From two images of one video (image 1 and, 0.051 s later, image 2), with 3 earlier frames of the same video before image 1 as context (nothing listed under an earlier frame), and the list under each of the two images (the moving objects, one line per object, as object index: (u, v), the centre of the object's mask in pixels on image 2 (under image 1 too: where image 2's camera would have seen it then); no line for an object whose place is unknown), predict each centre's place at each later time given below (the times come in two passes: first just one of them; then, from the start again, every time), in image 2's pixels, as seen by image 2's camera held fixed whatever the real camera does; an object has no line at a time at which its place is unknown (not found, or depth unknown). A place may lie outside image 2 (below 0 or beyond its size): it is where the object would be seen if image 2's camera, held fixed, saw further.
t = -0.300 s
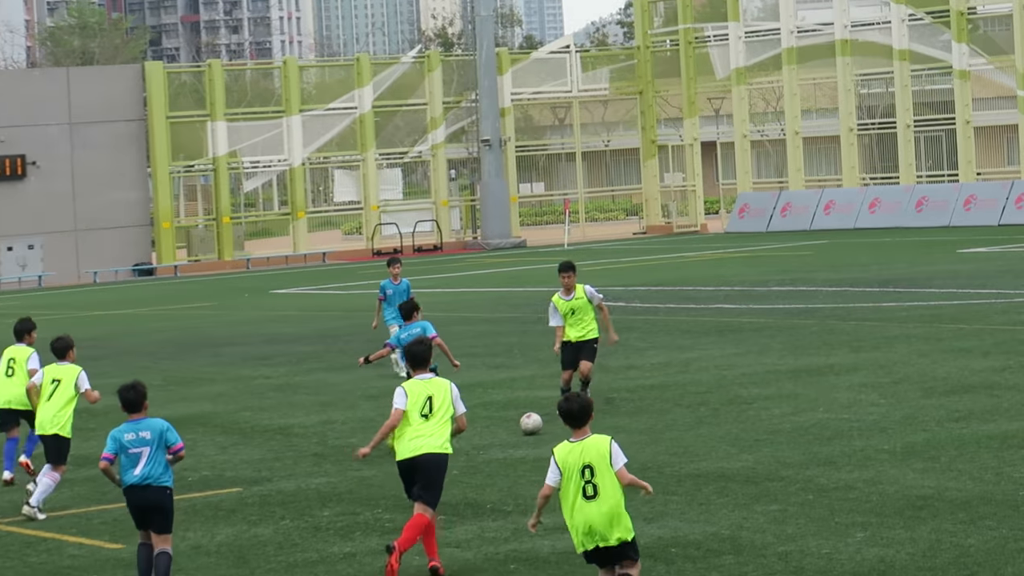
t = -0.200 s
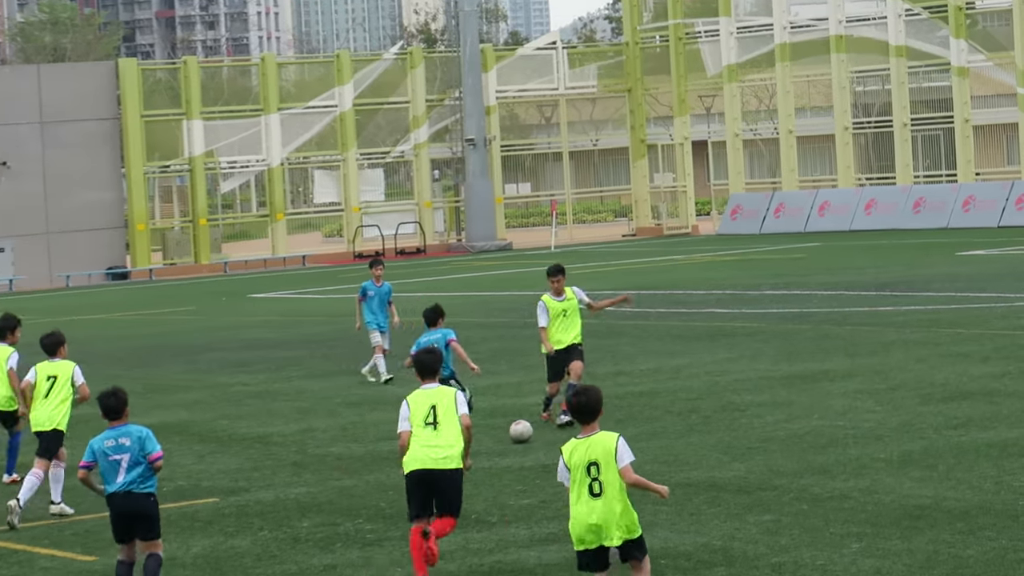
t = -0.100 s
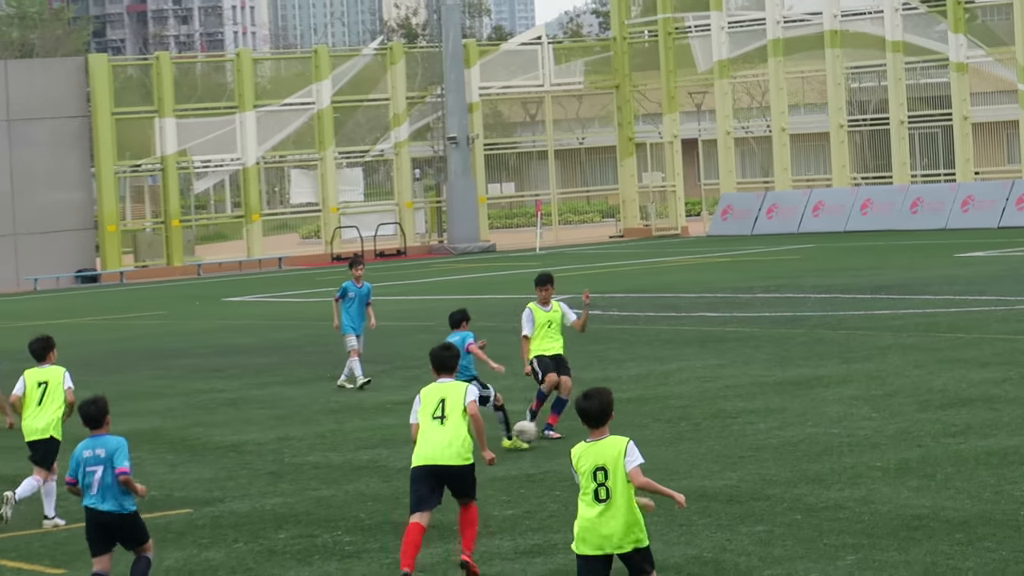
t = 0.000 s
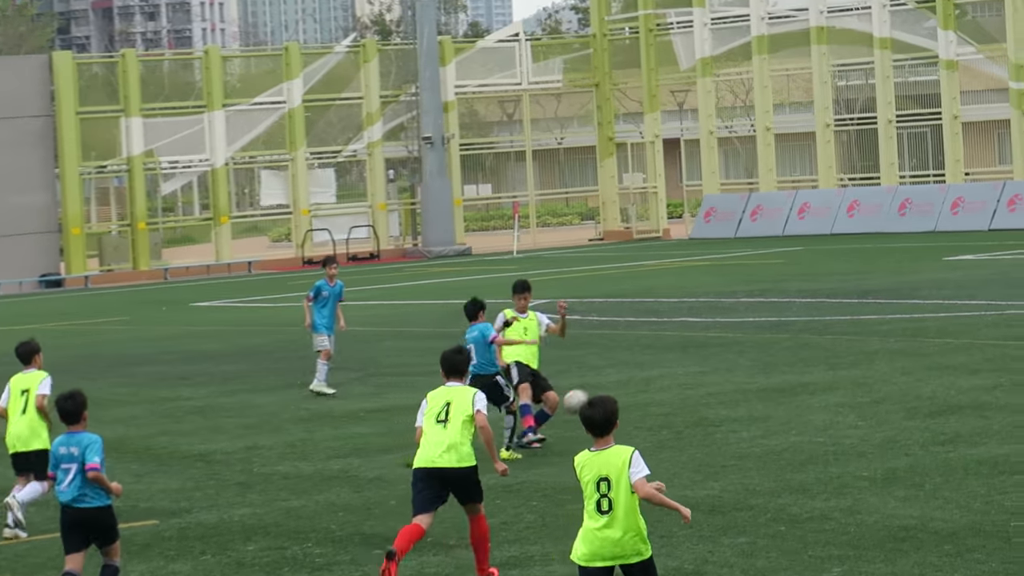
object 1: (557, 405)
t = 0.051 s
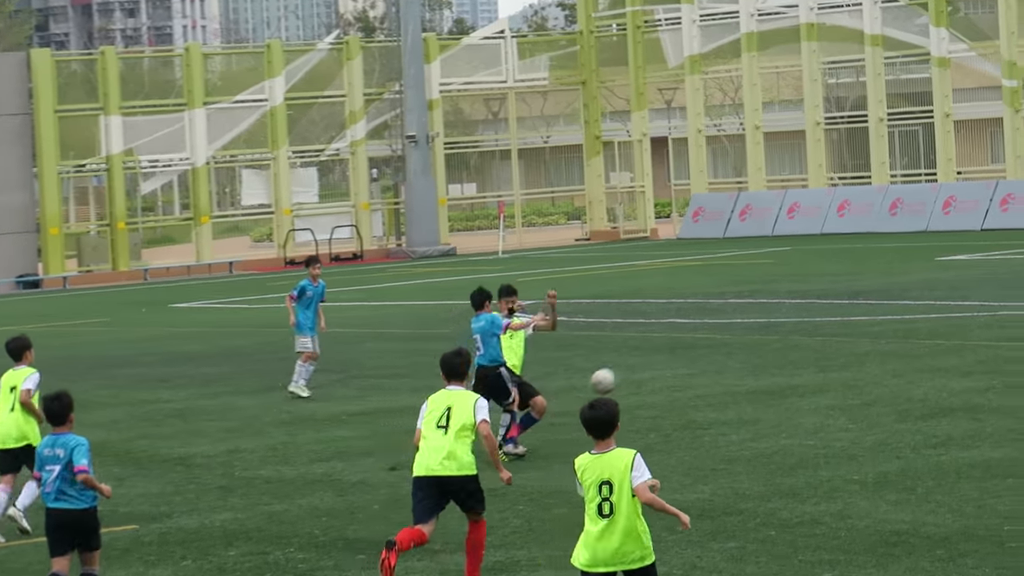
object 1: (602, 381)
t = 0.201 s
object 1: (725, 327)
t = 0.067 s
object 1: (617, 373)
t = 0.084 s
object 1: (632, 365)
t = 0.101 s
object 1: (644, 359)
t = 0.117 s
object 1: (658, 353)
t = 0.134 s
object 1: (671, 348)
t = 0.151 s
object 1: (685, 342)
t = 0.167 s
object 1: (698, 336)
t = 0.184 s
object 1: (711, 332)
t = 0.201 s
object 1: (725, 327)
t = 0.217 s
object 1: (738, 322)
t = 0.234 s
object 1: (751, 319)
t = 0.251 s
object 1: (765, 314)
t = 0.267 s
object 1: (778, 311)
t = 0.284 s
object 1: (792, 307)
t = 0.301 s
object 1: (805, 305)
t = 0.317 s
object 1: (819, 302)
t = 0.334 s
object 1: (833, 300)
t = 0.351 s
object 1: (846, 297)
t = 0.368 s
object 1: (860, 296)
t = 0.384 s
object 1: (873, 295)
